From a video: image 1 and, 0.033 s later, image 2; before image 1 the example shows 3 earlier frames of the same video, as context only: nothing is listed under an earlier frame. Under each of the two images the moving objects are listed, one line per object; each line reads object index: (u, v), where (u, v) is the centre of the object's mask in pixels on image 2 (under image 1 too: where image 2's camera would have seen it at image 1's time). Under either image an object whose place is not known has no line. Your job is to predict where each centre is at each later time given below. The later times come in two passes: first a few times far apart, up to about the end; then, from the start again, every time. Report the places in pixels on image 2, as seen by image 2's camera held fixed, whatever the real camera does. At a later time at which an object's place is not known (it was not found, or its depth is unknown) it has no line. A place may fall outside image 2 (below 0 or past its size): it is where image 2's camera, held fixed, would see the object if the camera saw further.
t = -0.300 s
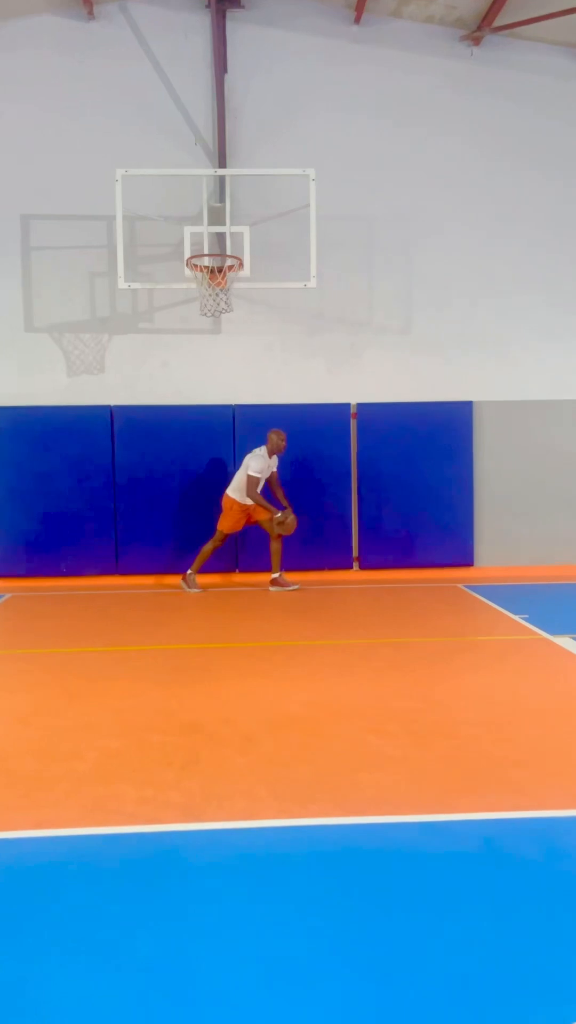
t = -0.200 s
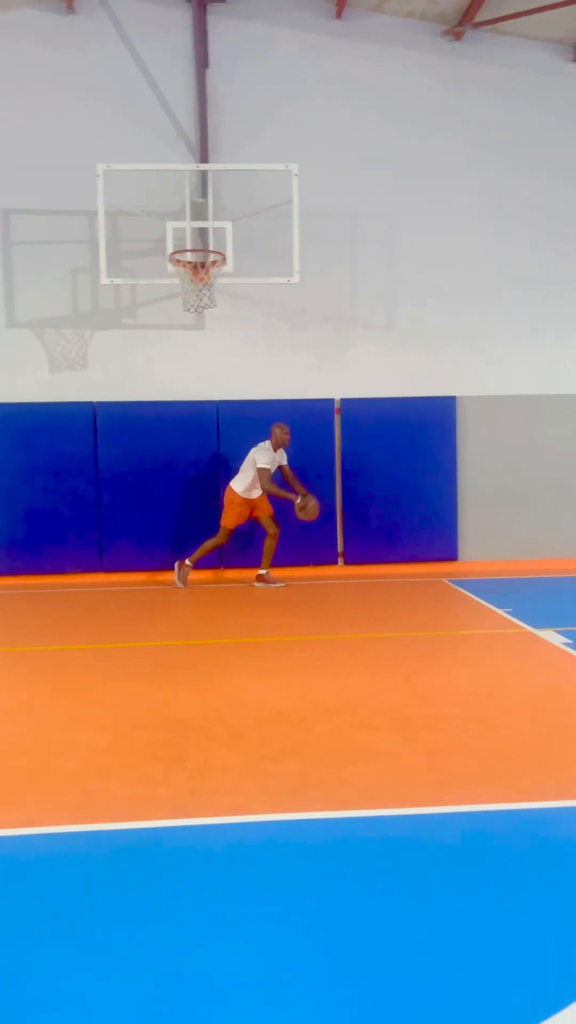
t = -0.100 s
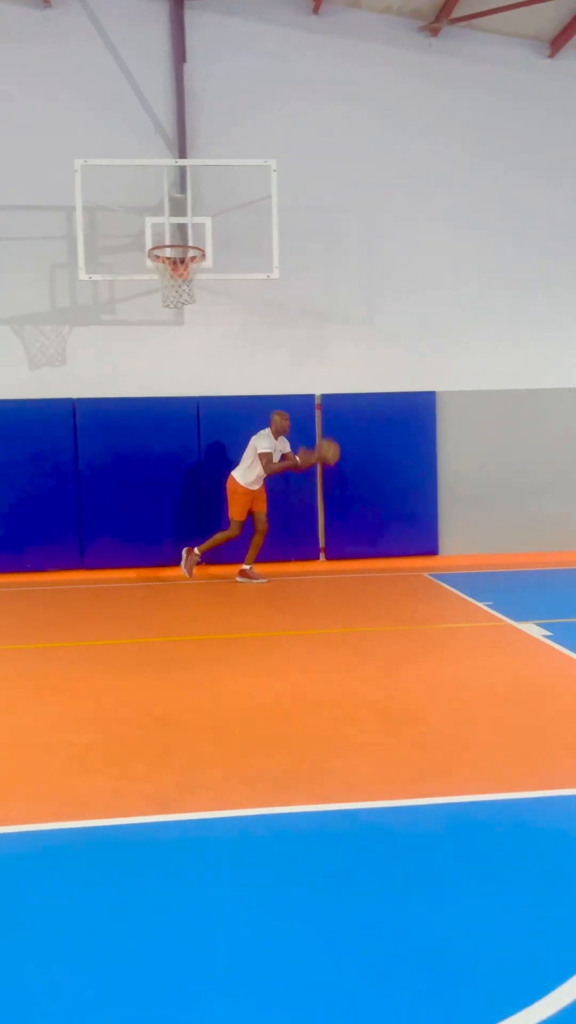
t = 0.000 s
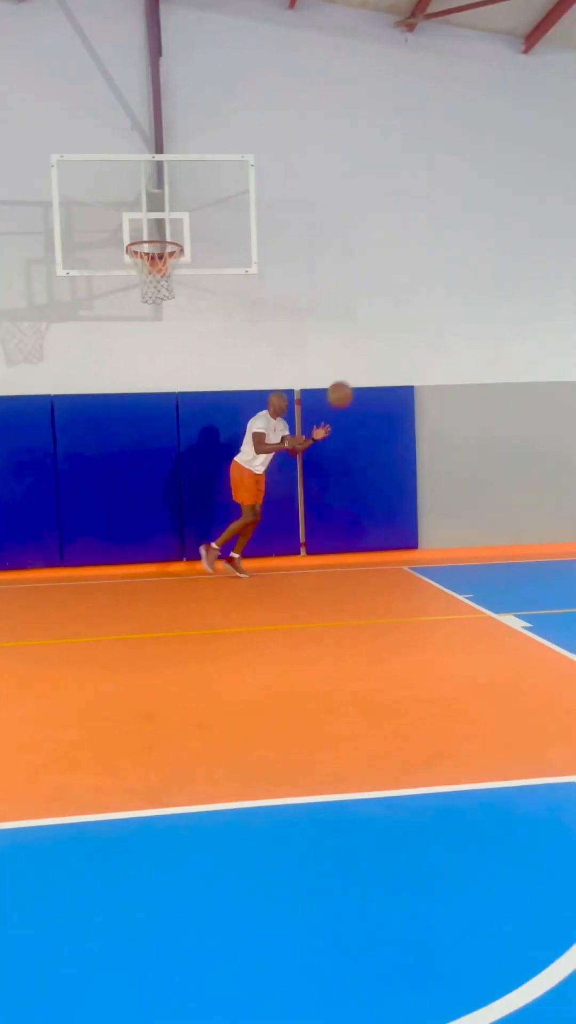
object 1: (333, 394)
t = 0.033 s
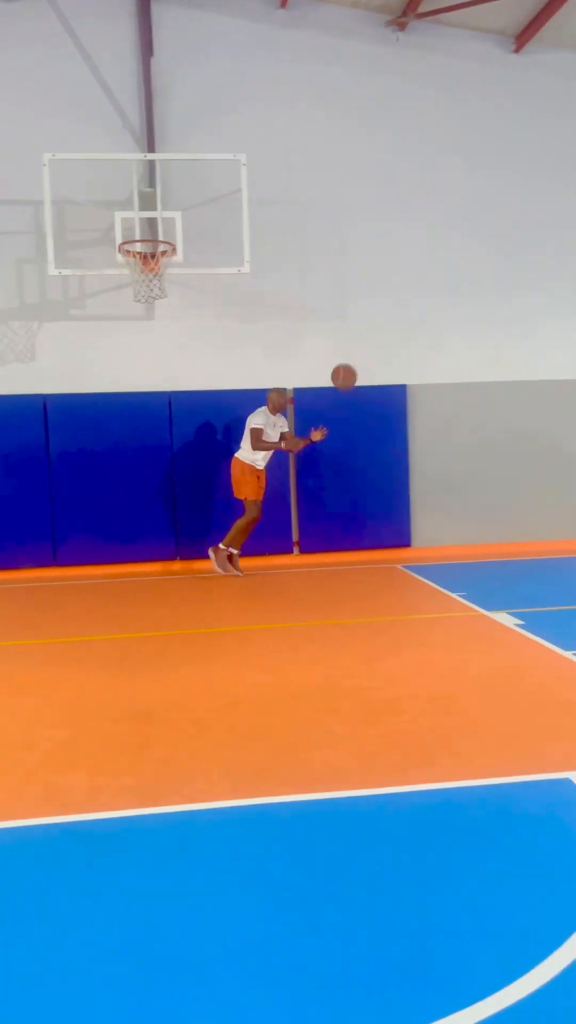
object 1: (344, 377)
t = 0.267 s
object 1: (425, 295)
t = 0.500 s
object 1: (514, 269)
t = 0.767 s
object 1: (624, 316)
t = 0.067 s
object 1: (355, 363)
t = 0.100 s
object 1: (366, 349)
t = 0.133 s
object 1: (378, 336)
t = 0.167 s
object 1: (389, 324)
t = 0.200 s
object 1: (401, 313)
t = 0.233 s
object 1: (413, 303)
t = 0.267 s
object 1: (425, 295)
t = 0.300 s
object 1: (437, 288)
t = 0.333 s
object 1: (450, 282)
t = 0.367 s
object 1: (462, 276)
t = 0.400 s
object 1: (475, 273)
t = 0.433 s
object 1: (488, 270)
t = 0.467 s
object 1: (501, 268)
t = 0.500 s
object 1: (514, 269)
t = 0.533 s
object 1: (528, 270)
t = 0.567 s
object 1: (541, 272)
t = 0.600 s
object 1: (554, 276)
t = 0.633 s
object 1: (569, 281)
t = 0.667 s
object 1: (582, 287)
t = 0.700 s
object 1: (596, 296)
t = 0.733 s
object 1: (610, 306)
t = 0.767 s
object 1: (624, 316)
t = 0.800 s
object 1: (639, 329)
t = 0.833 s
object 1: (653, 343)
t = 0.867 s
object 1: (667, 356)
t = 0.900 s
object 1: (683, 374)
